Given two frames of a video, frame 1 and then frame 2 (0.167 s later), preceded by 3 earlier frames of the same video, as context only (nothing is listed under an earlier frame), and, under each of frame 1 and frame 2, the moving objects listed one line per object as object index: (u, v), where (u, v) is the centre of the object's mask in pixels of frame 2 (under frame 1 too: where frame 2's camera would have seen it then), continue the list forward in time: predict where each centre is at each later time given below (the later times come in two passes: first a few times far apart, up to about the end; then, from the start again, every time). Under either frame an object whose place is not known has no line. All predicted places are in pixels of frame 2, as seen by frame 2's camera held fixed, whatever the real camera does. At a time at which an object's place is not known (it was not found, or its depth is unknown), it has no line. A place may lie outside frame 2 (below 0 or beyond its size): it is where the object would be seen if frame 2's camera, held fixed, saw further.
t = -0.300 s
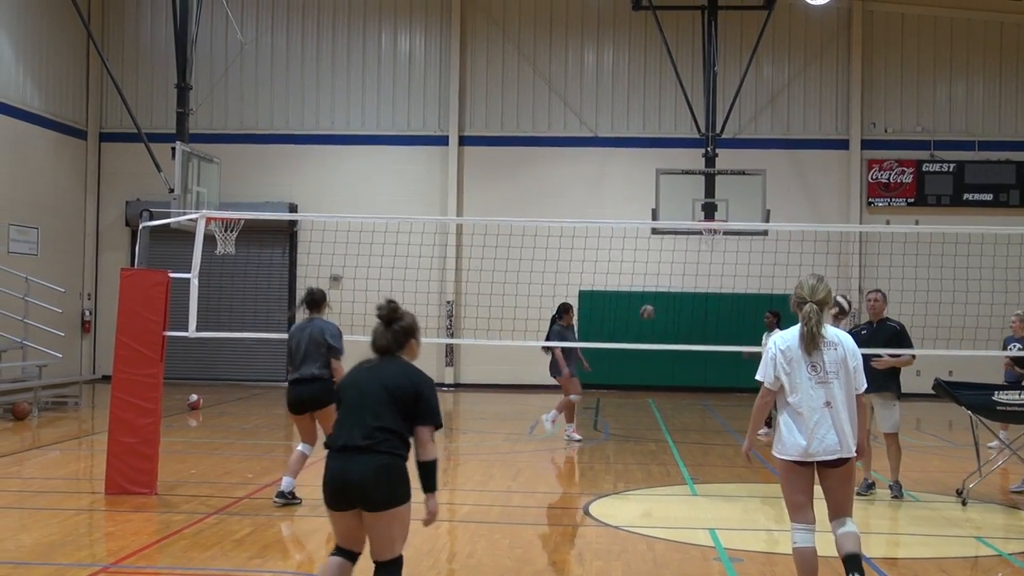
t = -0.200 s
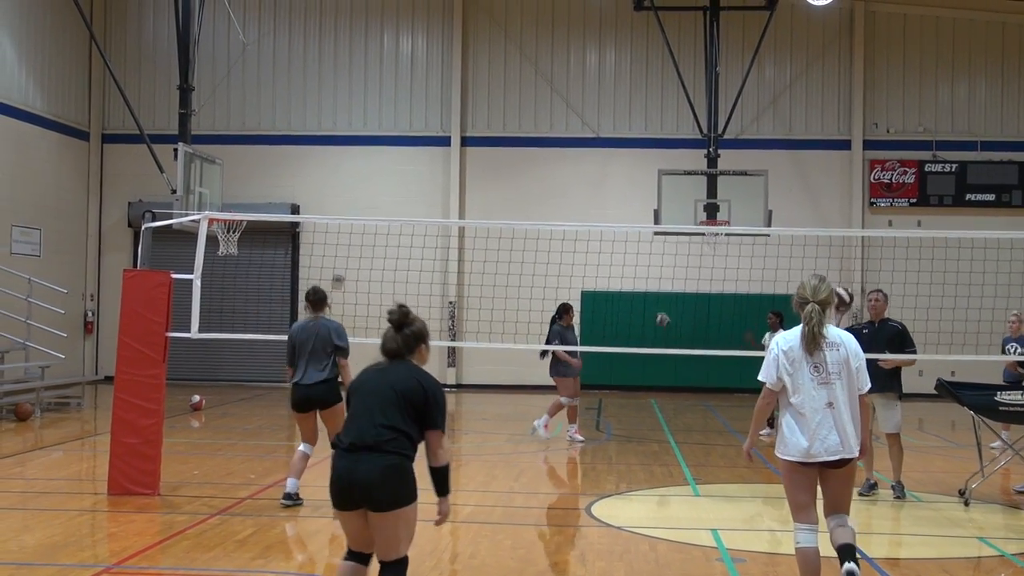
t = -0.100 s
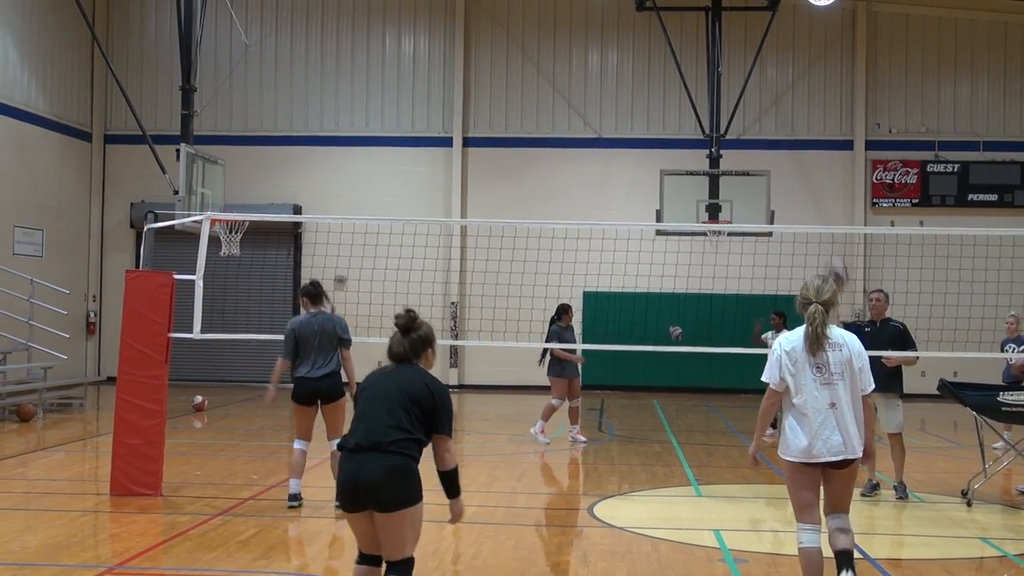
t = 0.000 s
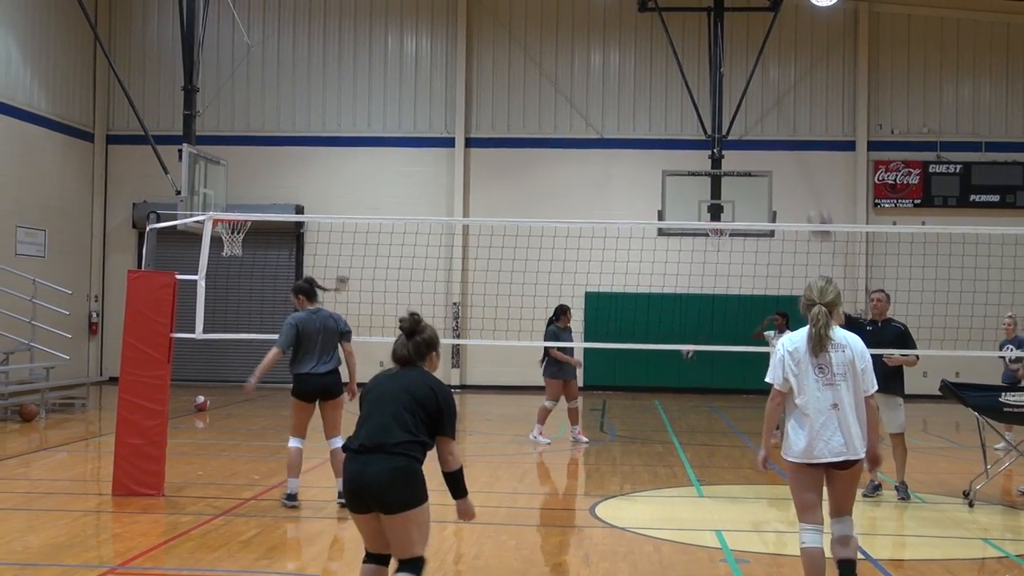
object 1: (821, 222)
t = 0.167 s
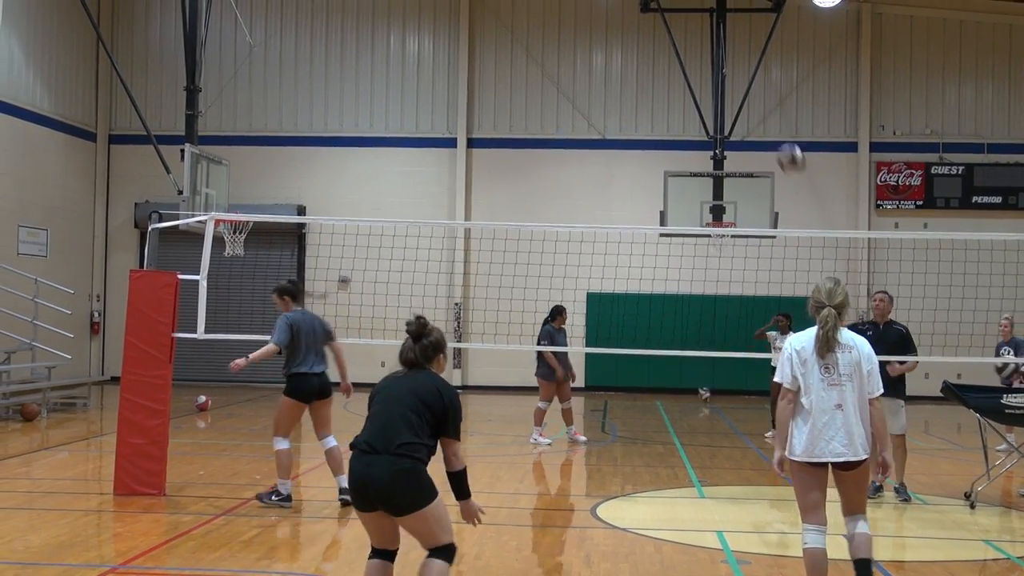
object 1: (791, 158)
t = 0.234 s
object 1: (778, 139)
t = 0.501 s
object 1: (715, 114)
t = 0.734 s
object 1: (647, 178)
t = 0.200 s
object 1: (784, 149)
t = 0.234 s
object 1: (778, 139)
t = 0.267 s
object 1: (771, 132)
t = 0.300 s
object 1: (763, 124)
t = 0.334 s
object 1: (755, 120)
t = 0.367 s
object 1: (747, 116)
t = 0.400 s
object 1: (740, 113)
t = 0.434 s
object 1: (732, 112)
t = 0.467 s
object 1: (723, 112)
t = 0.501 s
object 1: (715, 114)
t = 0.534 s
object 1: (706, 117)
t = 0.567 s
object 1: (698, 121)
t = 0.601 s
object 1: (688, 129)
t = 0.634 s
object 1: (678, 138)
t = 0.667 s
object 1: (669, 148)
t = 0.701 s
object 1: (659, 160)
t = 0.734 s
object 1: (647, 178)
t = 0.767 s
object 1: (637, 196)
